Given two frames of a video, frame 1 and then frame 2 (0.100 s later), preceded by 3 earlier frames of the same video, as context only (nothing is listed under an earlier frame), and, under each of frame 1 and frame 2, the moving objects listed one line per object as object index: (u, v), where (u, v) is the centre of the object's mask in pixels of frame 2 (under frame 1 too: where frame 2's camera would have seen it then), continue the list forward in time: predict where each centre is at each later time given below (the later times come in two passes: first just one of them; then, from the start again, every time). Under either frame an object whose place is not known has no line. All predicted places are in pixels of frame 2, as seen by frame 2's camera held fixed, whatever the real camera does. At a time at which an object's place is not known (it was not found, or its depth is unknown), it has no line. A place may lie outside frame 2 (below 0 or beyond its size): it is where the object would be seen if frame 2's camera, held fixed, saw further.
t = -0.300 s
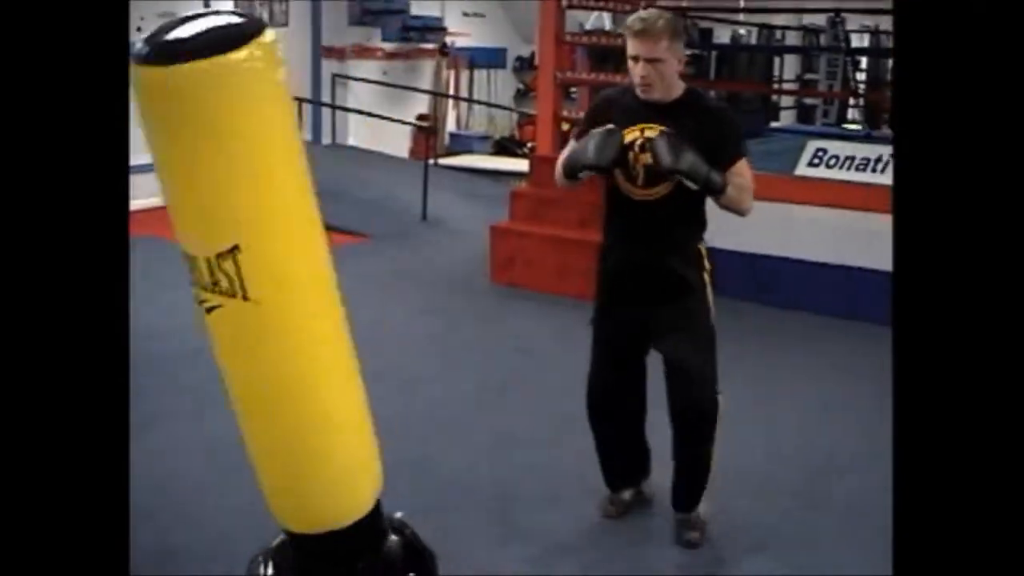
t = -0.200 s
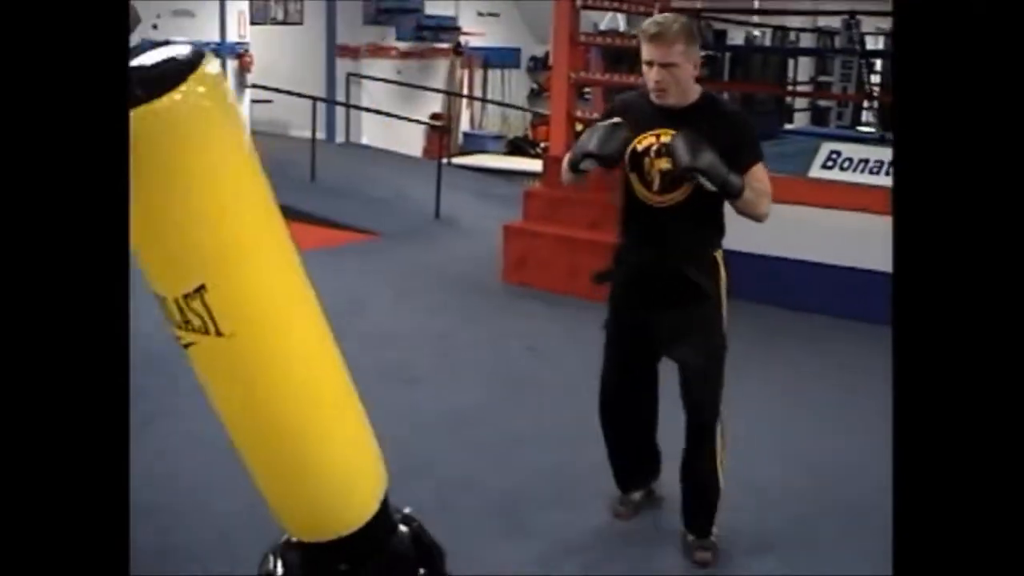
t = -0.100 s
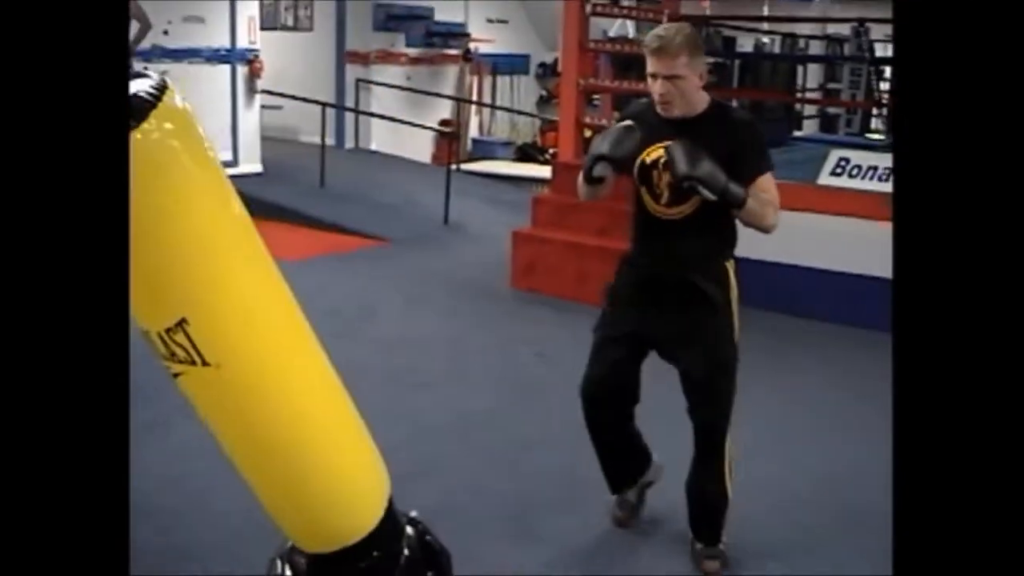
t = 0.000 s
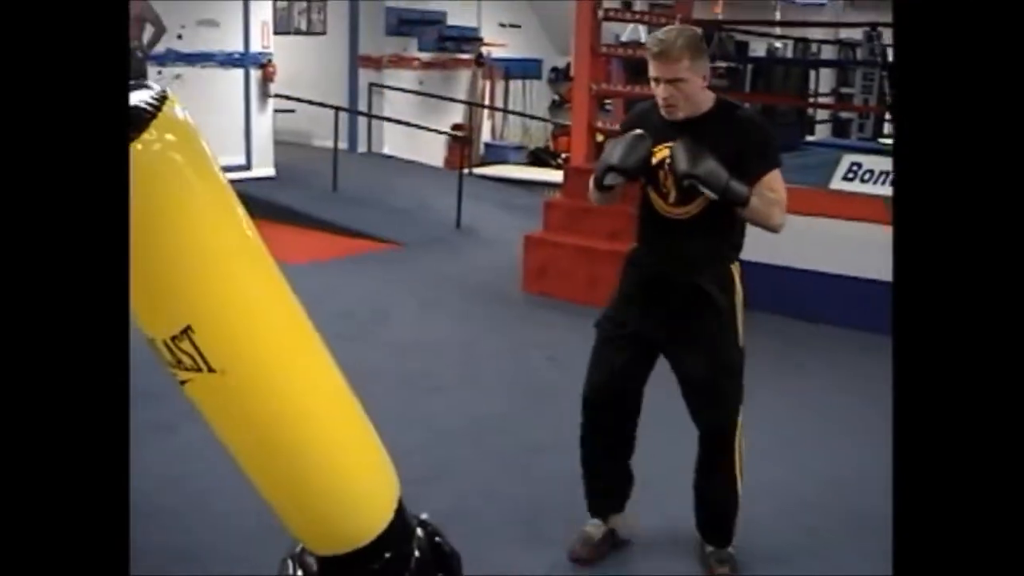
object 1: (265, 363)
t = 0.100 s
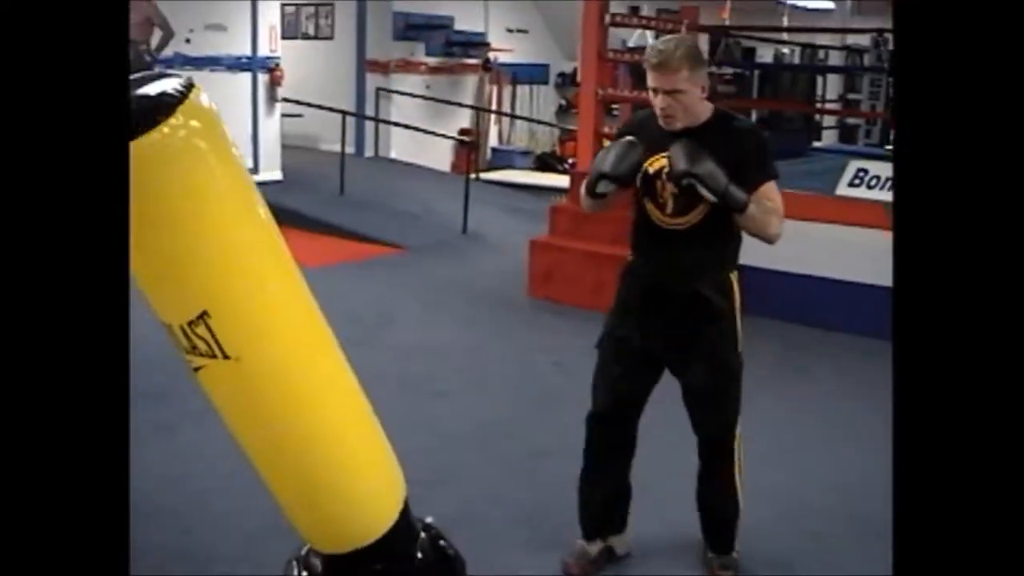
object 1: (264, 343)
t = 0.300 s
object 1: (313, 304)
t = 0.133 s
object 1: (265, 335)
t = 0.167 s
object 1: (269, 324)
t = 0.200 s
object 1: (276, 313)
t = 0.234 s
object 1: (286, 311)
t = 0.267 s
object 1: (300, 307)
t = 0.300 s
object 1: (313, 304)
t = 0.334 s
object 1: (326, 302)
